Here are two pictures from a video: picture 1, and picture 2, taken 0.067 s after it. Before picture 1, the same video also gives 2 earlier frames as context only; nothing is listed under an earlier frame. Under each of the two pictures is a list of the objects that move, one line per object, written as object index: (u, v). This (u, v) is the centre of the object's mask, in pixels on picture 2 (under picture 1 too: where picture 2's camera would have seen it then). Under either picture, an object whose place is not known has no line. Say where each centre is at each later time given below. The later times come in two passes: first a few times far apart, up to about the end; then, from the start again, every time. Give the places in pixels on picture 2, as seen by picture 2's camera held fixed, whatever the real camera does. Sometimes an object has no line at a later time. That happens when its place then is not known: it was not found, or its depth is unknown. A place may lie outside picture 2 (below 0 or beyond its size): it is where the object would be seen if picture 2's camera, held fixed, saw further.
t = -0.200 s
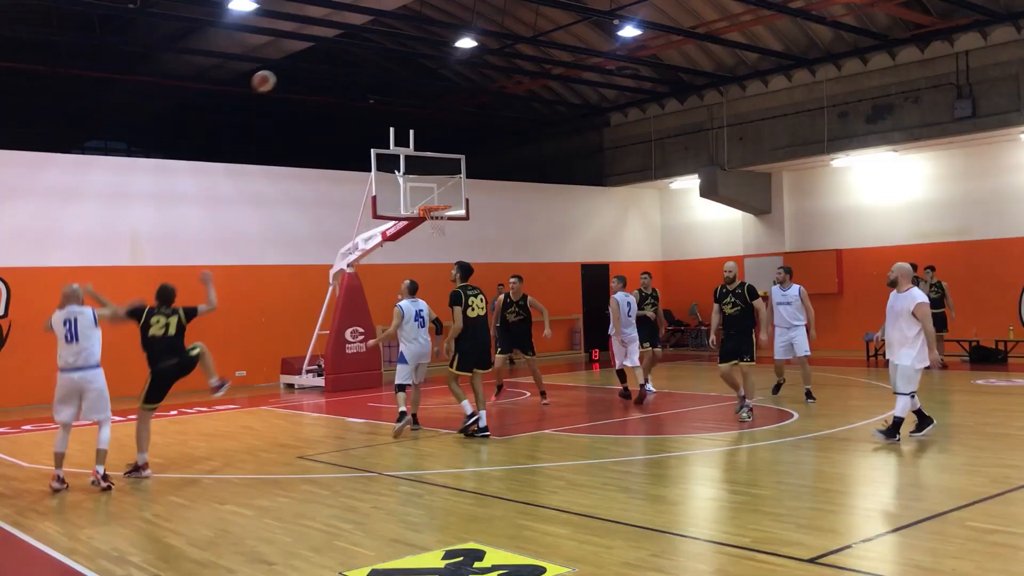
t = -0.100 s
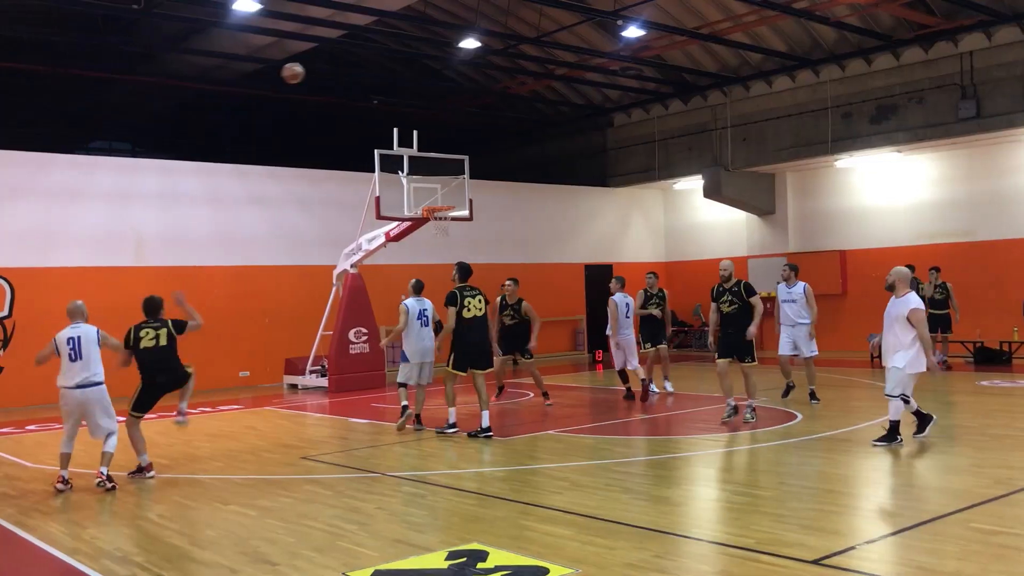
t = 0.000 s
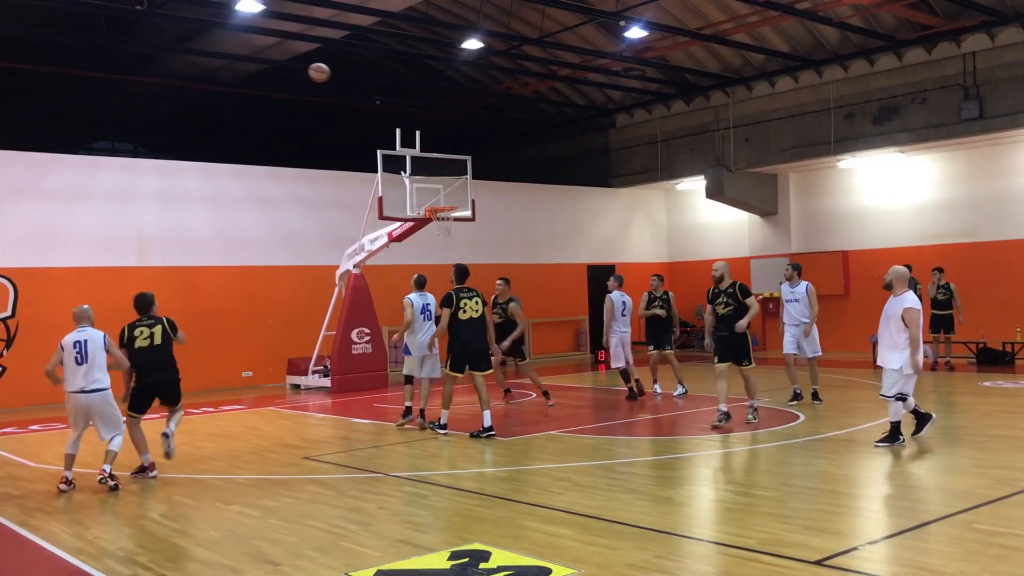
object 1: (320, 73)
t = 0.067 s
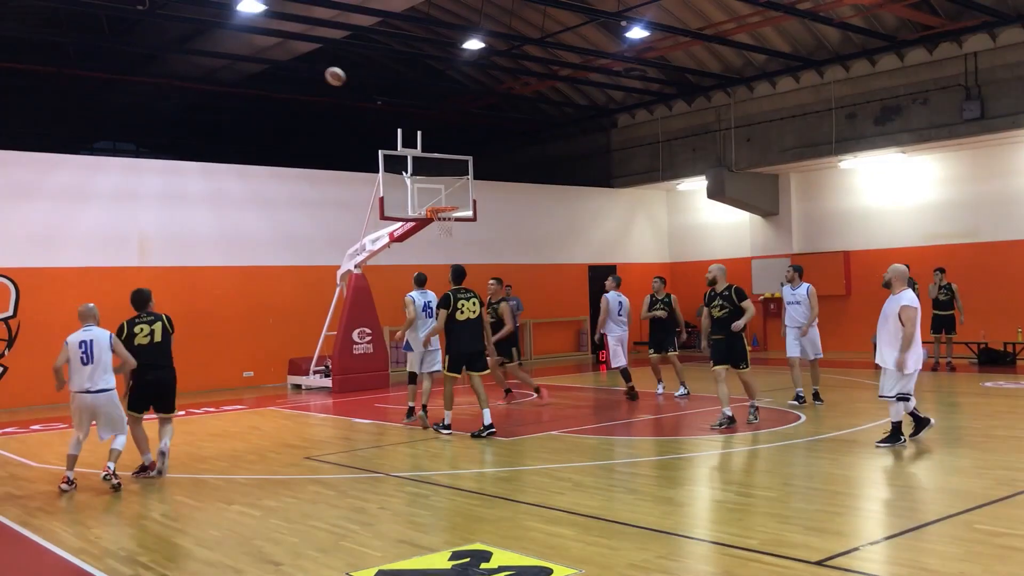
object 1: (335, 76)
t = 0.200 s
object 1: (363, 93)
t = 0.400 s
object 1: (399, 136)
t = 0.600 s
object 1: (430, 196)
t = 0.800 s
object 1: (464, 187)
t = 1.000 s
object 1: (495, 194)
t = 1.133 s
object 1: (516, 211)
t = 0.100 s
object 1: (342, 79)
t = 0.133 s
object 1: (349, 83)
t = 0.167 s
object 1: (356, 87)
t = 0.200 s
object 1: (363, 93)
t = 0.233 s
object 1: (369, 98)
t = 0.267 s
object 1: (375, 105)
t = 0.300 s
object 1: (382, 112)
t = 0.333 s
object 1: (388, 119)
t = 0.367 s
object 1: (393, 127)
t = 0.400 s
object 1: (399, 136)
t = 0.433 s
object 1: (405, 145)
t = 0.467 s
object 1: (410, 154)
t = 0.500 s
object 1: (417, 165)
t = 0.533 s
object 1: (421, 174)
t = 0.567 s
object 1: (427, 187)
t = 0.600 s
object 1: (430, 196)
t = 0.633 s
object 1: (436, 200)
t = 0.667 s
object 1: (441, 195)
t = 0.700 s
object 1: (448, 193)
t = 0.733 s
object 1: (453, 190)
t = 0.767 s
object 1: (458, 189)
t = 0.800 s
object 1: (464, 187)
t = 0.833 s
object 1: (470, 187)
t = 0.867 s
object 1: (475, 187)
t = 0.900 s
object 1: (481, 188)
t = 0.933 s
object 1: (485, 190)
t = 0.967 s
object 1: (491, 192)
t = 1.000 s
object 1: (495, 194)
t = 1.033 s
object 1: (500, 199)
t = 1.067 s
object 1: (506, 202)
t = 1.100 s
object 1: (511, 206)
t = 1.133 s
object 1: (516, 211)
